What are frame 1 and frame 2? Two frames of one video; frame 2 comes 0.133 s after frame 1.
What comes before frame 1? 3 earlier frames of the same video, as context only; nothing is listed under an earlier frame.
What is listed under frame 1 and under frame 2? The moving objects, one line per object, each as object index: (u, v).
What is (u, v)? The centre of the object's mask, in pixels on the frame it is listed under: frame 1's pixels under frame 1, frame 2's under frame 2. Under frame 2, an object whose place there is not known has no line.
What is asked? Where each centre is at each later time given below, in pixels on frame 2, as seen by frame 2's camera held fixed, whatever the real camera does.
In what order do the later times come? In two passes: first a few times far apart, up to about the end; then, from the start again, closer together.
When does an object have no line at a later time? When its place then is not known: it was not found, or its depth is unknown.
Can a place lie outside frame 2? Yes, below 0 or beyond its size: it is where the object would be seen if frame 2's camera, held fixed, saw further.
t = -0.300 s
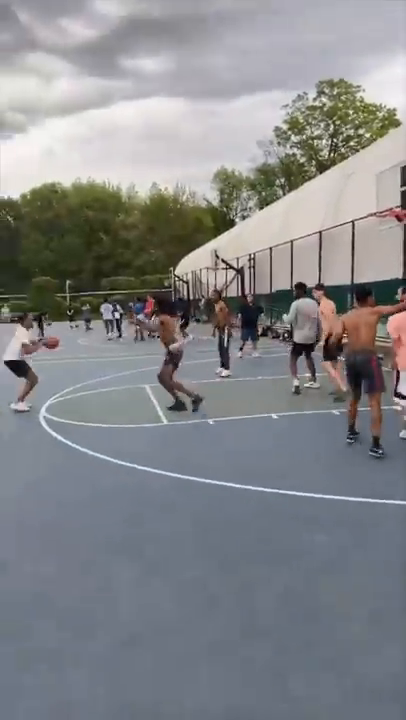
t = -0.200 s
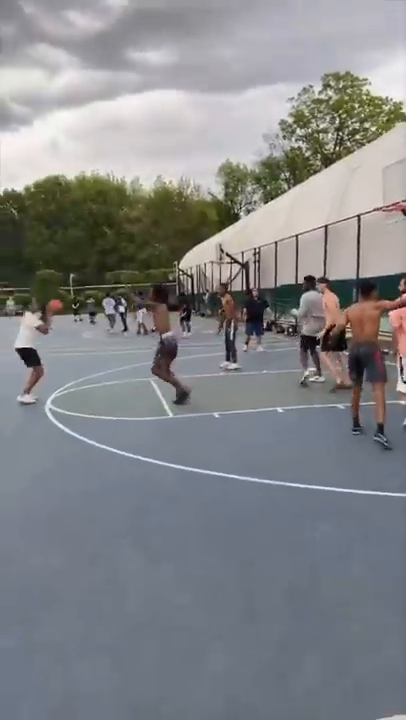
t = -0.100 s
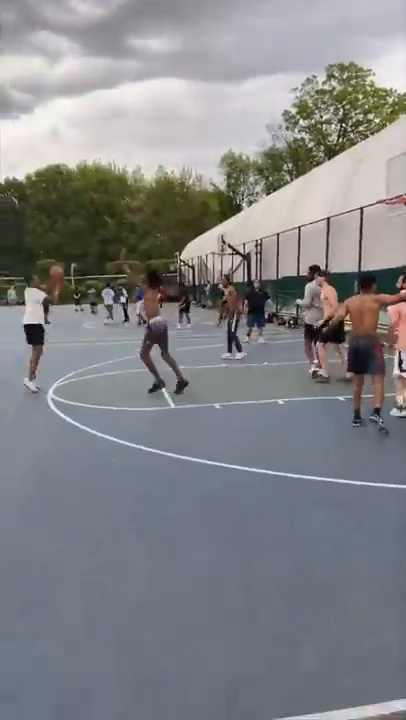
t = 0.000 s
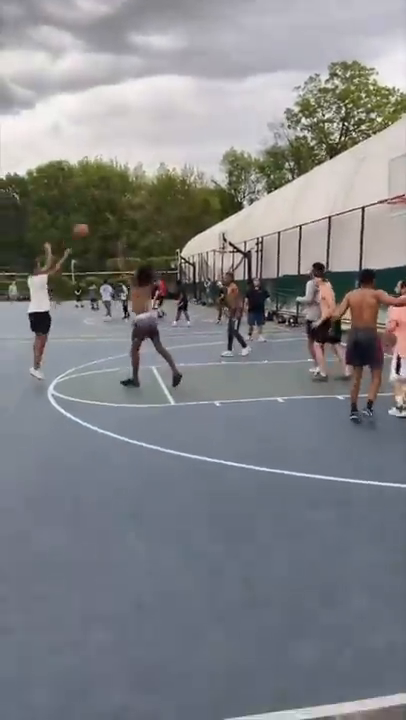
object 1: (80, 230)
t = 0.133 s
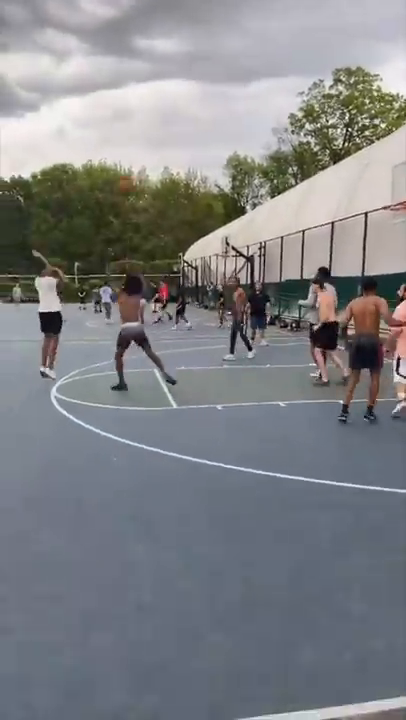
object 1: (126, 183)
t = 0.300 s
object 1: (176, 144)
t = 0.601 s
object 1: (261, 109)
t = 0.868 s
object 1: (335, 126)
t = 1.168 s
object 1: (414, 189)
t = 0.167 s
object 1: (135, 177)
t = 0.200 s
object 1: (146, 167)
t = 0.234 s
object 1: (156, 159)
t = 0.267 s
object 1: (166, 151)
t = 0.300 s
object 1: (176, 144)
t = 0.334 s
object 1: (185, 137)
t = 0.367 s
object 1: (195, 131)
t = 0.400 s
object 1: (205, 126)
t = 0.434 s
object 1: (214, 121)
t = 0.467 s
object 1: (223, 118)
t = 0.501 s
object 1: (233, 114)
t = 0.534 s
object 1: (242, 112)
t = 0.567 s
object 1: (252, 110)
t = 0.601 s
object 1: (261, 109)
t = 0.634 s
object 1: (271, 109)
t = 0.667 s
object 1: (280, 109)
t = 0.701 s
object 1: (290, 110)
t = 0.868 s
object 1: (335, 126)
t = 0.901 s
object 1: (342, 134)
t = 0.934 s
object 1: (353, 138)
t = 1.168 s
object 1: (414, 189)
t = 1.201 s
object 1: (416, 200)
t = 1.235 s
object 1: (410, 206)
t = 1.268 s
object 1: (405, 217)
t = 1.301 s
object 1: (399, 223)
